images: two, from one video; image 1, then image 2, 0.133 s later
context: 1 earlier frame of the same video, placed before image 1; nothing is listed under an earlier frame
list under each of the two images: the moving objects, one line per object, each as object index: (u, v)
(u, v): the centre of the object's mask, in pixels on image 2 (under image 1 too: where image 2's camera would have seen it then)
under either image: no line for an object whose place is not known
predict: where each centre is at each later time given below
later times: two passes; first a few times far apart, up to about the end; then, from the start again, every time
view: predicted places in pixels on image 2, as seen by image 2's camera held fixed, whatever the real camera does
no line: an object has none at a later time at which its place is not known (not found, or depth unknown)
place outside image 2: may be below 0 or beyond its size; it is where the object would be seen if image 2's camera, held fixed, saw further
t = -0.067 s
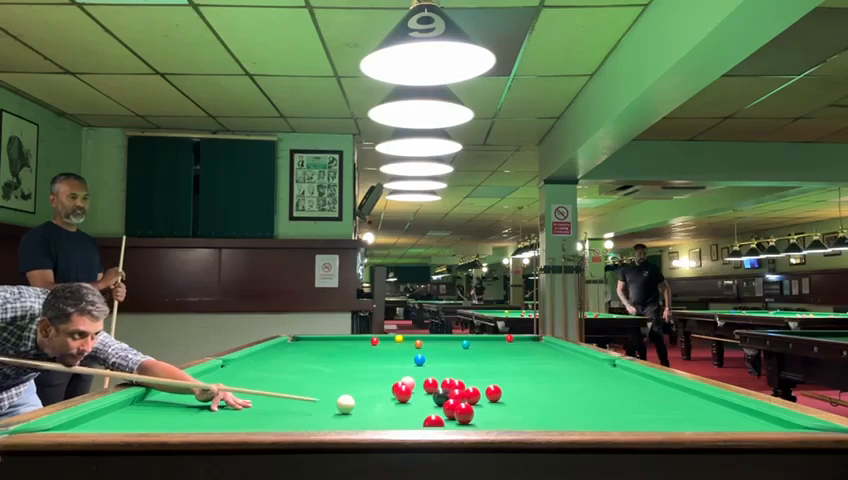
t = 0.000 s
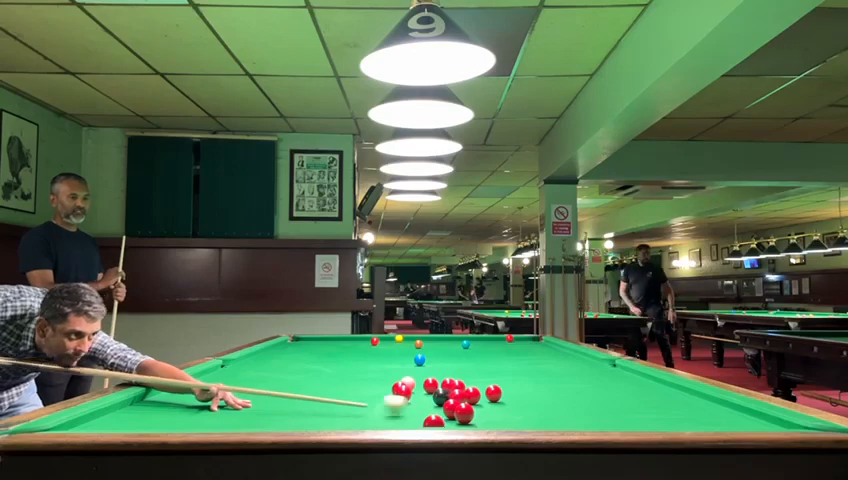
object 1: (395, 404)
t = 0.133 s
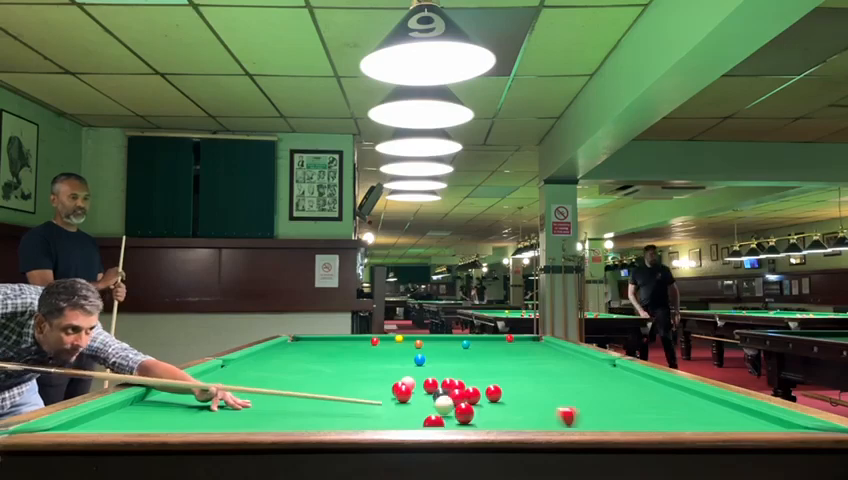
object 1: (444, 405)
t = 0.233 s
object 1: (456, 402)
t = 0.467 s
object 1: (491, 404)
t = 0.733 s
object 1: (526, 403)
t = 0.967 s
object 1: (553, 402)
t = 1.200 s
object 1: (576, 401)
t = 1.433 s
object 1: (599, 400)
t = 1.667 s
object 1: (620, 399)
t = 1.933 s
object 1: (642, 399)
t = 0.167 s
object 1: (448, 406)
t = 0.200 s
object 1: (451, 405)
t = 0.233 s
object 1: (456, 402)
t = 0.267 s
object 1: (462, 400)
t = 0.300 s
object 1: (468, 400)
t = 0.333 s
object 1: (474, 403)
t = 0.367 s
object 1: (478, 404)
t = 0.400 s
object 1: (481, 405)
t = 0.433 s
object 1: (487, 404)
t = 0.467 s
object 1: (491, 404)
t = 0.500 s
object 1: (495, 404)
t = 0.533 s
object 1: (500, 404)
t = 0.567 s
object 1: (505, 403)
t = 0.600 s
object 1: (509, 403)
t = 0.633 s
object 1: (513, 403)
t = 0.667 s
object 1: (517, 403)
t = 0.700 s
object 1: (521, 403)
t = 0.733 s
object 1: (526, 403)
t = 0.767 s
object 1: (529, 402)
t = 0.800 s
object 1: (533, 403)
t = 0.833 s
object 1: (537, 402)
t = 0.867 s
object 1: (541, 402)
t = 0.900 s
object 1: (545, 402)
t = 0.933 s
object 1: (549, 402)
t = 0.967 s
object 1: (553, 402)
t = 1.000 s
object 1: (557, 402)
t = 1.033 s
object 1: (560, 401)
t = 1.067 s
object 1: (564, 401)
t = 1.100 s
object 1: (567, 401)
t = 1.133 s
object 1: (571, 401)
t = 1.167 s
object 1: (575, 401)
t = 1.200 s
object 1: (576, 401)
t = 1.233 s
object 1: (580, 401)
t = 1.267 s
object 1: (583, 401)
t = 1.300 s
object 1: (586, 401)
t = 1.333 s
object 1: (590, 400)
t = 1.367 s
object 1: (593, 401)
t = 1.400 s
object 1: (596, 400)
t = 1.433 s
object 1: (599, 400)
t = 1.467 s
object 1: (602, 400)
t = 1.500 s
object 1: (605, 400)
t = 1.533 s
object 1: (609, 400)
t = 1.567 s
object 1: (611, 400)
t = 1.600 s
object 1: (614, 400)
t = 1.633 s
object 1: (617, 400)
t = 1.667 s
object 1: (620, 399)
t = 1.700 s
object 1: (623, 400)
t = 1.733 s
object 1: (626, 399)
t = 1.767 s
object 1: (629, 399)
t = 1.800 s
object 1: (632, 399)
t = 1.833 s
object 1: (634, 399)
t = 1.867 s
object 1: (637, 399)
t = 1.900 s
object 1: (640, 399)
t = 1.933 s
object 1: (642, 399)
